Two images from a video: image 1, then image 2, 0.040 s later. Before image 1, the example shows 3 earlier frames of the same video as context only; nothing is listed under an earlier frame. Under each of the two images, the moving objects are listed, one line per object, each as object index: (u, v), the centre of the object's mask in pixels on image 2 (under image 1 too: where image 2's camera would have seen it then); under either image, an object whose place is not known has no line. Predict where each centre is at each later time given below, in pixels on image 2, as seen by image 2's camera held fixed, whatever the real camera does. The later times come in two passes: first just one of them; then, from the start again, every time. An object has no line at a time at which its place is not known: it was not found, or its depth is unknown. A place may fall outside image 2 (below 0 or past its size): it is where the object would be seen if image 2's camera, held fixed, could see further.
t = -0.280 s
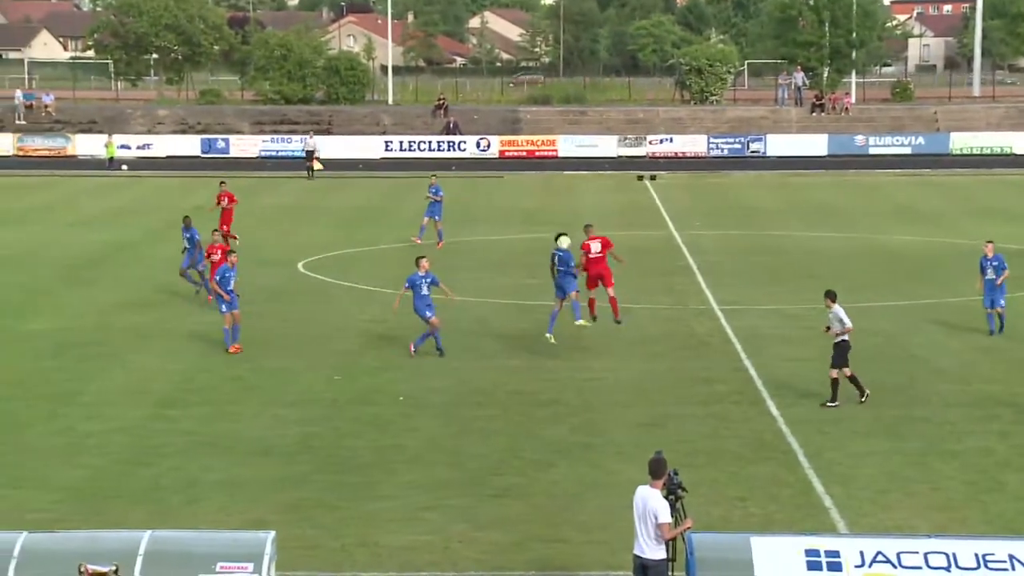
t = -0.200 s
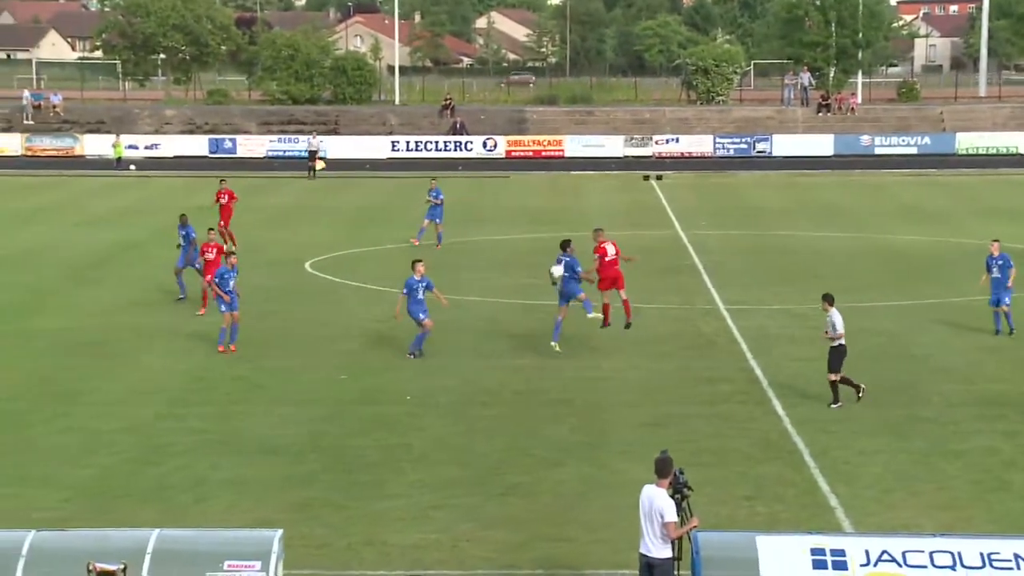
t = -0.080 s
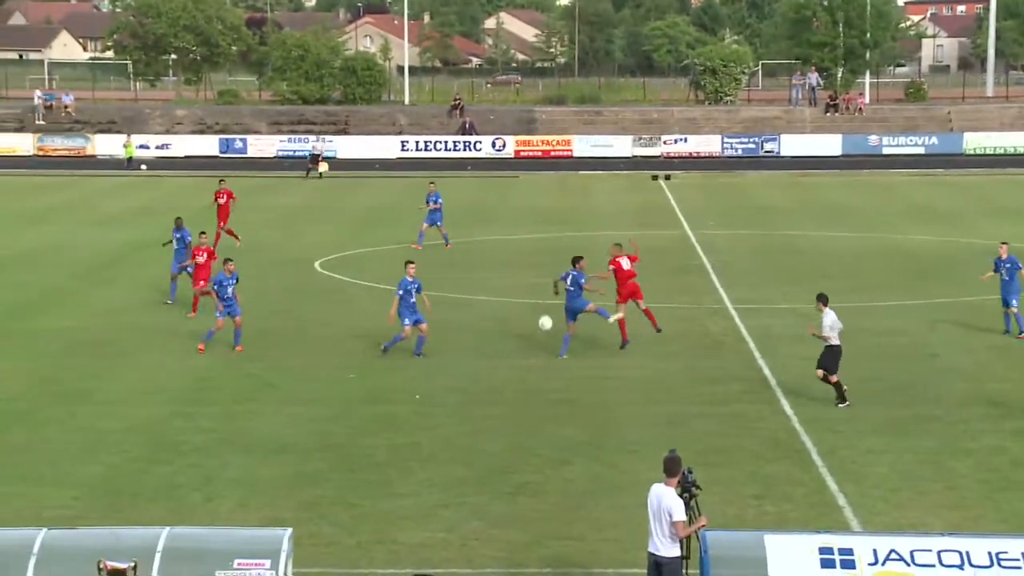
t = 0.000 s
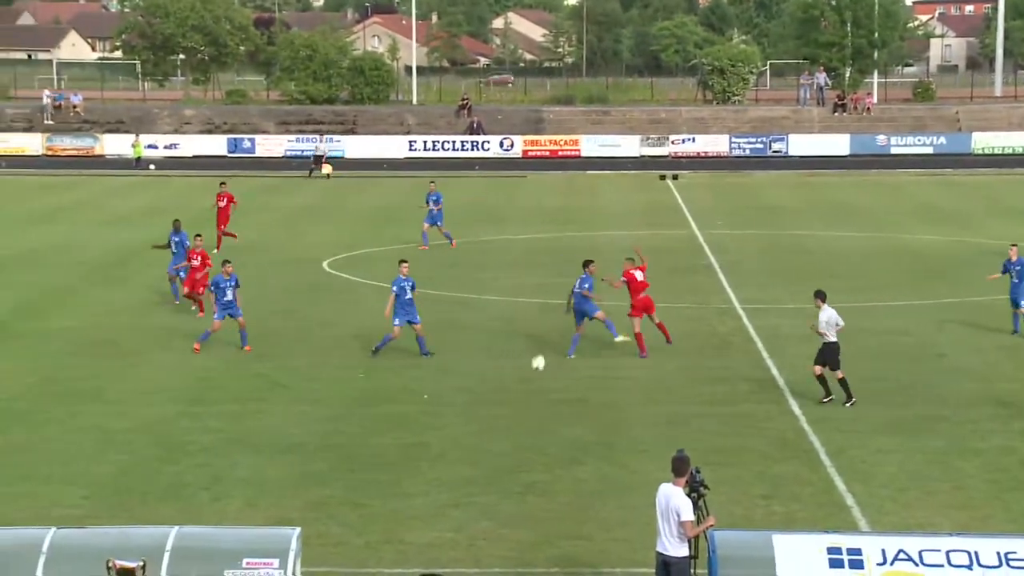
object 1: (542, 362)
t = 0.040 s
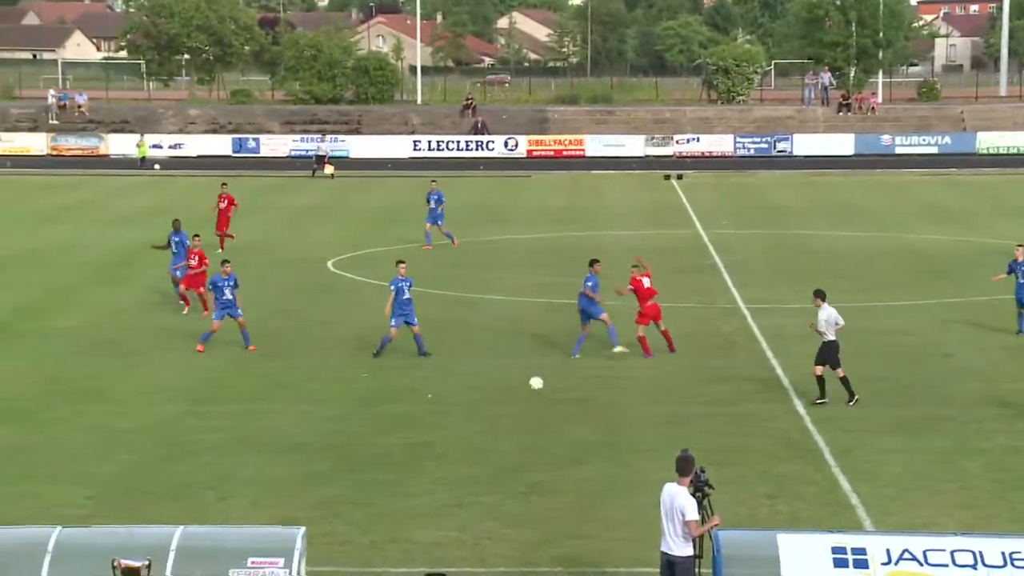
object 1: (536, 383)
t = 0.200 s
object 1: (538, 349)
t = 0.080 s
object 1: (536, 374)
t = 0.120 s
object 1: (537, 365)
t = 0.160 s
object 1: (537, 357)
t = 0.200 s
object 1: (538, 349)
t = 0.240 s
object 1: (539, 343)
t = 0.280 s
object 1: (539, 338)
